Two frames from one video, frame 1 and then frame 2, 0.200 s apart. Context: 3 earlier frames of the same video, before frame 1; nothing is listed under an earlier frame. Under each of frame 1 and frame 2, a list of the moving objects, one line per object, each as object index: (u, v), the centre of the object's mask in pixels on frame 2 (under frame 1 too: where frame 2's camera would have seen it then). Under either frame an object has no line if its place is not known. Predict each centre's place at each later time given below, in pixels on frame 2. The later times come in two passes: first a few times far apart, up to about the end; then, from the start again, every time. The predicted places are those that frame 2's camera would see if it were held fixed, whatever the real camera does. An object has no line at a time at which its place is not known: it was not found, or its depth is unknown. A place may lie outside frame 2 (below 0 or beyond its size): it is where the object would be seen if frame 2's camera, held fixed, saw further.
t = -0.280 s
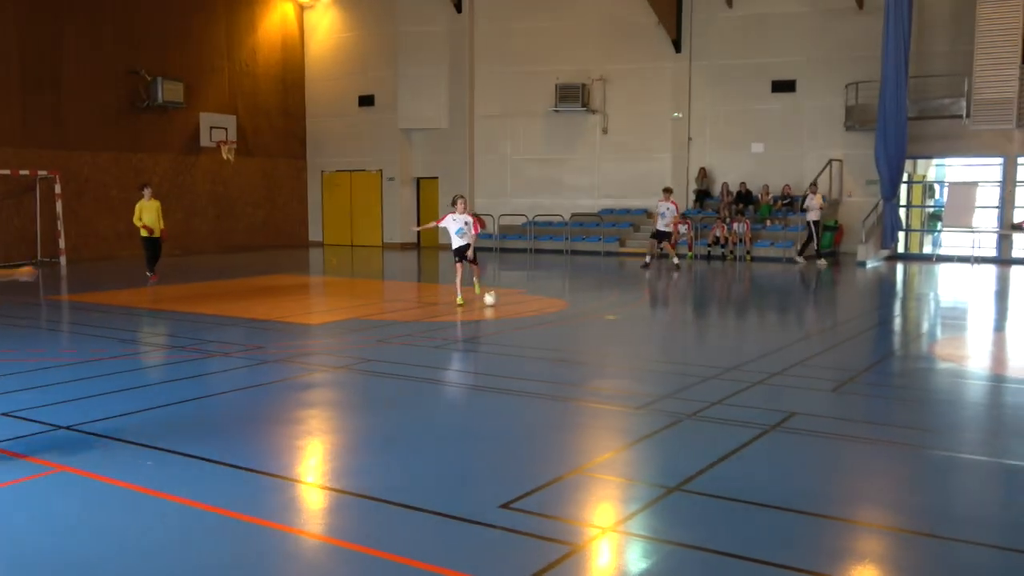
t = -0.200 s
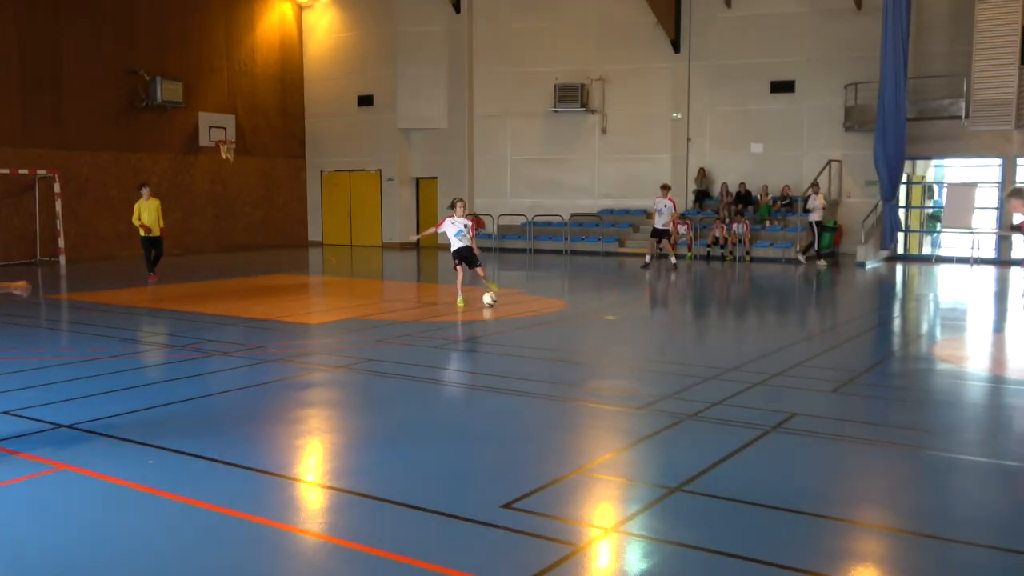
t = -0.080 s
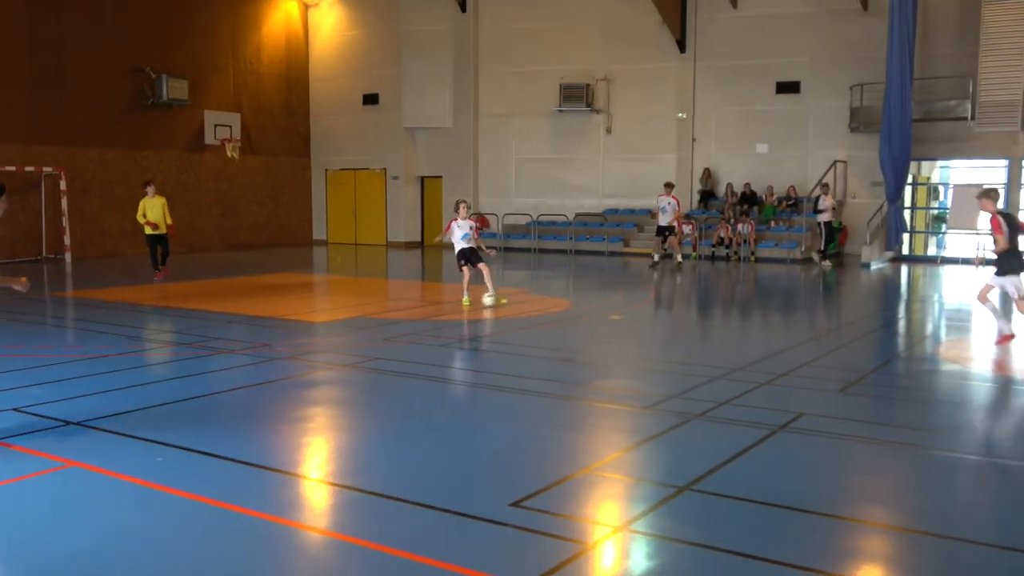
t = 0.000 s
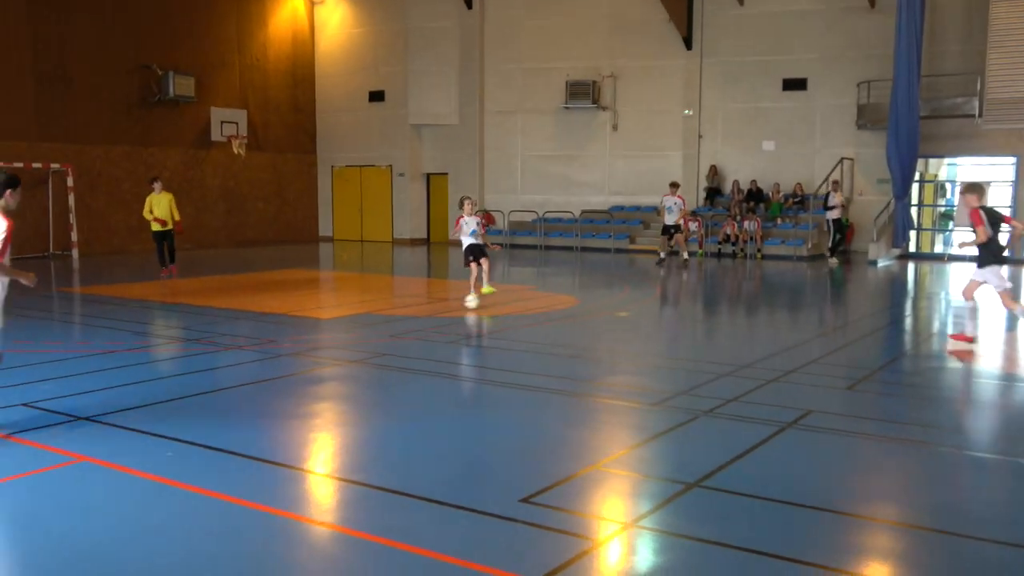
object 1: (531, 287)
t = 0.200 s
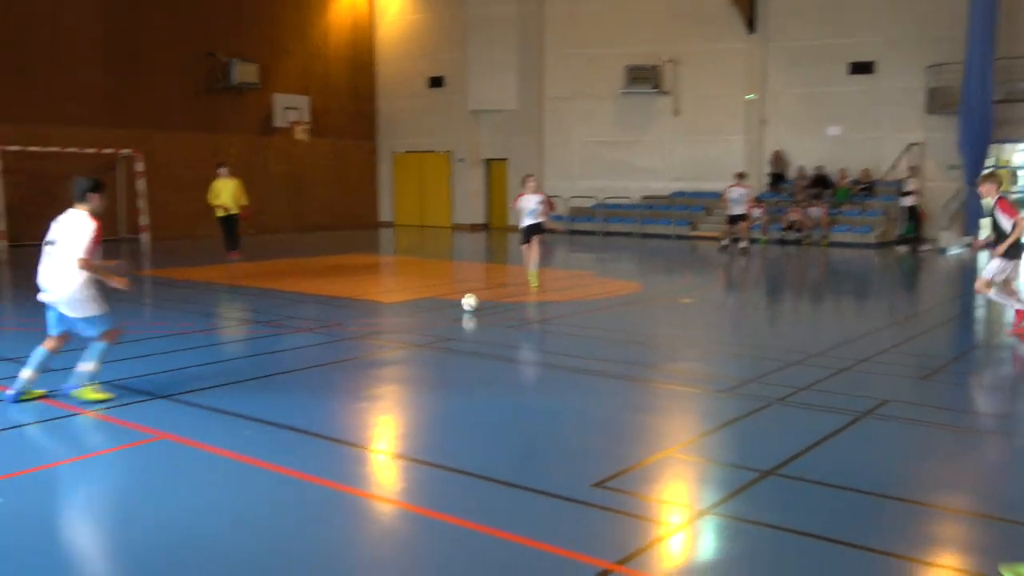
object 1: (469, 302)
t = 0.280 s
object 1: (443, 309)
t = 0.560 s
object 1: (330, 336)
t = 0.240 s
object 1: (456, 306)
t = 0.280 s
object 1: (443, 309)
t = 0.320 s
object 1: (427, 313)
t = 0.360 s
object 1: (411, 317)
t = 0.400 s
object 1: (395, 321)
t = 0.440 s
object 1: (380, 324)
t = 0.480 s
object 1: (363, 328)
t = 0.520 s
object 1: (347, 332)
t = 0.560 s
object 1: (330, 336)
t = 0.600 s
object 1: (310, 341)
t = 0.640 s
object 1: (292, 345)
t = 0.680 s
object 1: (273, 350)
